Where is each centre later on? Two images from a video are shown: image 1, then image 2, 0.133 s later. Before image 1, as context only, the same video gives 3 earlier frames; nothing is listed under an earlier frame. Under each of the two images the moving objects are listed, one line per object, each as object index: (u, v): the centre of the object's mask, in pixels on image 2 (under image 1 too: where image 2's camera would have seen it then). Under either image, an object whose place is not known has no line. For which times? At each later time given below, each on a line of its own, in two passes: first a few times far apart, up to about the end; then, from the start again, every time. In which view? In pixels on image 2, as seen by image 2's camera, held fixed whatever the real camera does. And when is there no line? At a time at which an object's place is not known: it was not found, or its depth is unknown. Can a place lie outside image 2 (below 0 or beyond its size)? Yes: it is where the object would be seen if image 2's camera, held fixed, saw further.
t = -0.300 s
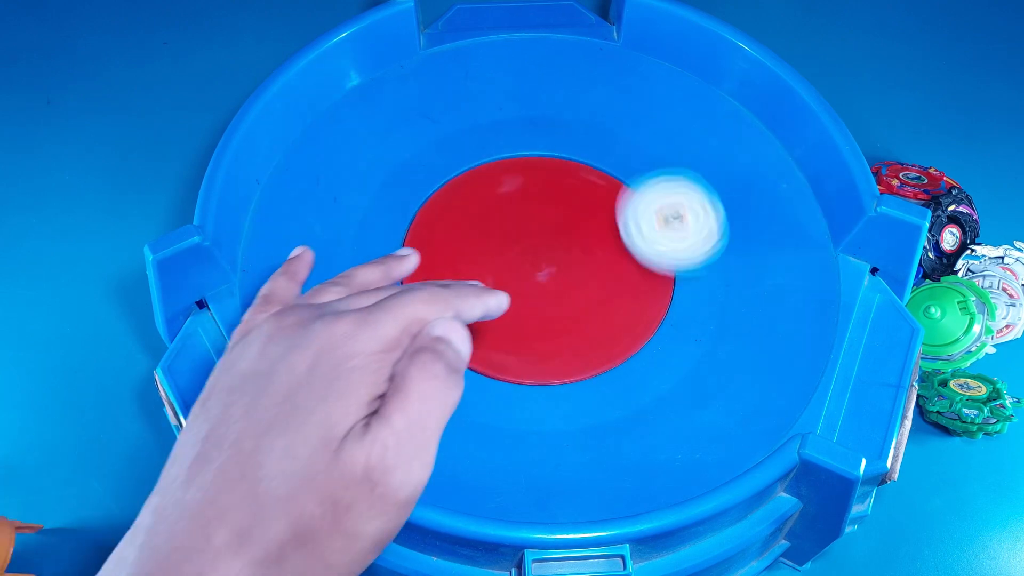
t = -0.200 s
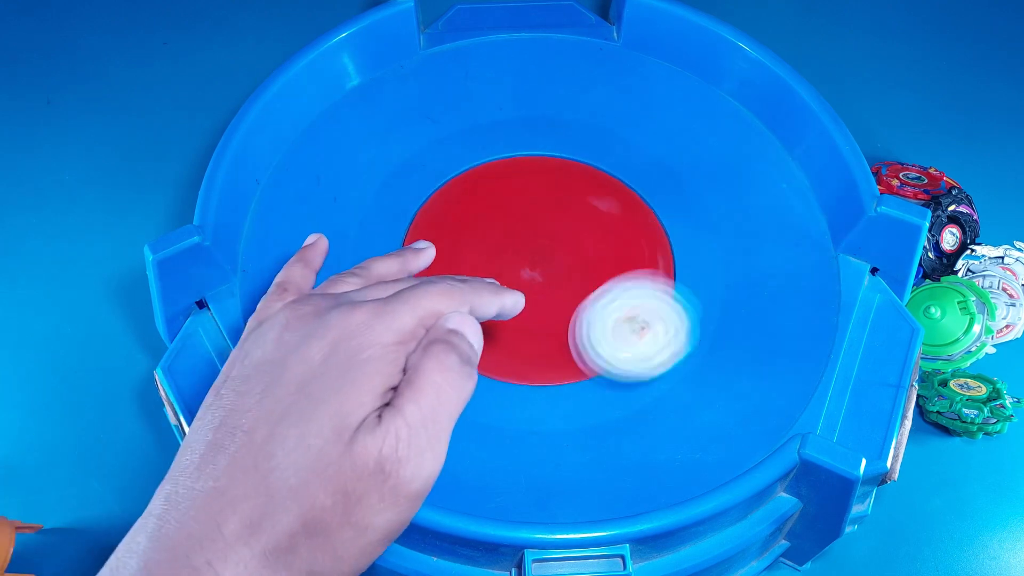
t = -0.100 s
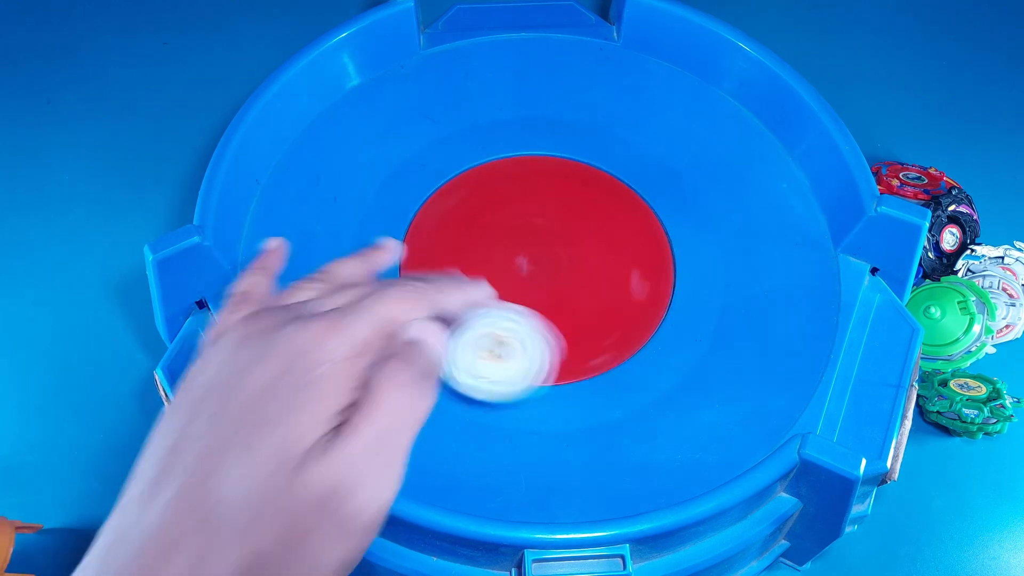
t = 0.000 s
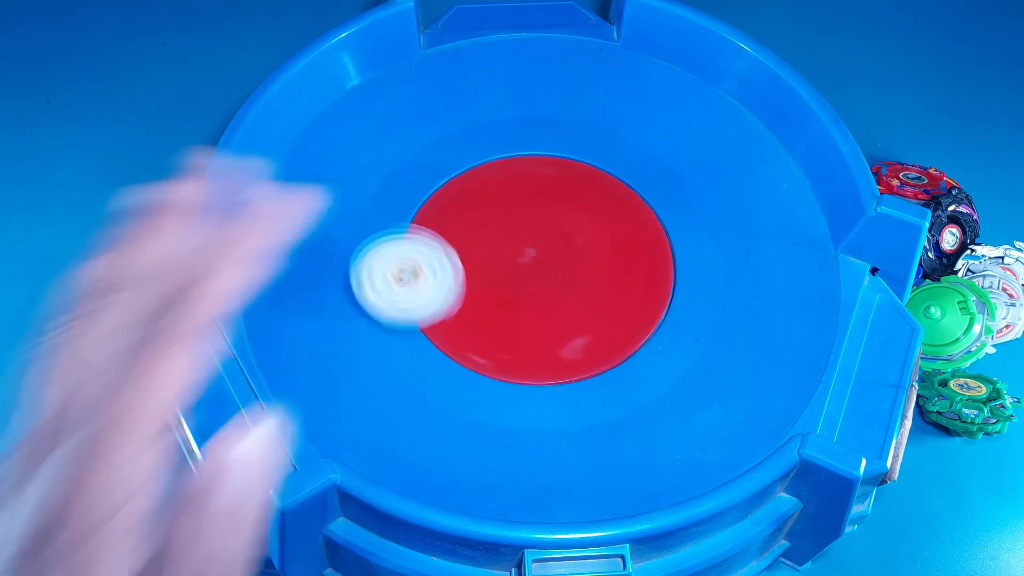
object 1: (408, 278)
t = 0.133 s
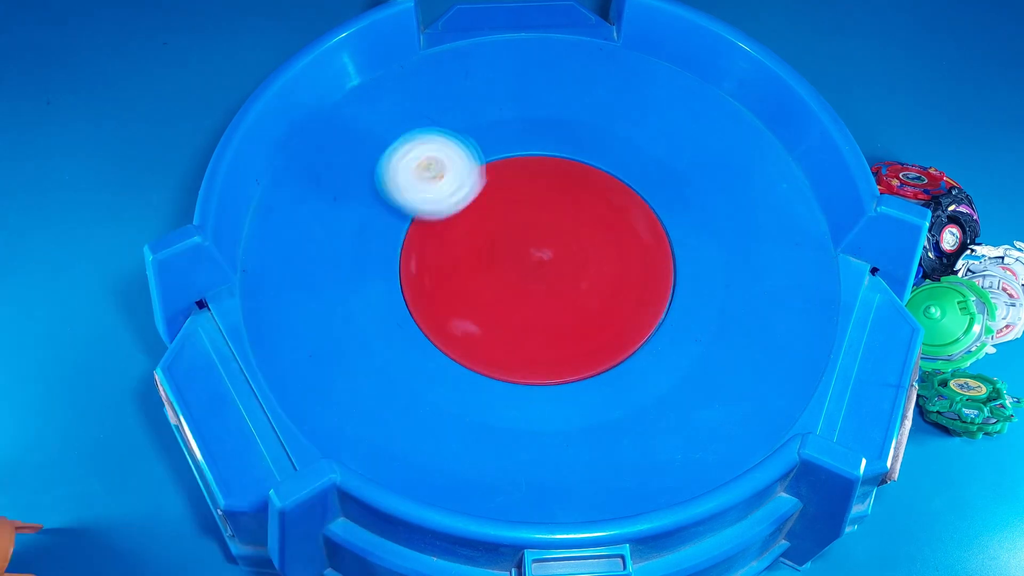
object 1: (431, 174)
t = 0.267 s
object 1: (532, 133)
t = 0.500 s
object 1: (646, 317)
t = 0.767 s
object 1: (401, 233)
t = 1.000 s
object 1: (542, 134)
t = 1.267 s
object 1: (635, 327)
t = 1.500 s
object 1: (402, 258)
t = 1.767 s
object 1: (539, 133)
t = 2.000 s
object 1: (670, 278)
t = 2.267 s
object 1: (404, 267)
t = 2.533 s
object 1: (527, 133)
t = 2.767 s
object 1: (674, 258)
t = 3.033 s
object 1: (411, 285)
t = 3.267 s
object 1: (483, 141)
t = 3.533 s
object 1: (672, 233)
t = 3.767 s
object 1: (449, 329)
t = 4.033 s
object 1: (472, 146)
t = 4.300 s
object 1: (668, 216)
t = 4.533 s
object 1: (462, 338)
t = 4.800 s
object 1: (451, 157)
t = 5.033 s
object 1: (637, 170)
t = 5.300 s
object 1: (502, 353)
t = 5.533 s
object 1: (423, 181)
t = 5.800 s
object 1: (622, 159)
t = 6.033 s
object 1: (536, 357)
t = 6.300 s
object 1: (430, 175)
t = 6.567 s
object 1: (631, 165)
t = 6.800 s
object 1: (565, 356)
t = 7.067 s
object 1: (418, 190)
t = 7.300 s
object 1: (588, 143)
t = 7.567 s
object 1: (580, 353)
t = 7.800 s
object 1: (404, 220)
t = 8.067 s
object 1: (590, 144)
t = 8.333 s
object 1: (561, 356)
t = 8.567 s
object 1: (406, 213)
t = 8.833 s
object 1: (590, 143)
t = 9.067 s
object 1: (631, 330)
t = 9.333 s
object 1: (402, 229)
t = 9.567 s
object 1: (538, 134)
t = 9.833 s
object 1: (649, 312)
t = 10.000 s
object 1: (442, 323)
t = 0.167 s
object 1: (452, 157)
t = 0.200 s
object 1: (477, 144)
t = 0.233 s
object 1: (504, 136)
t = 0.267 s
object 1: (532, 133)
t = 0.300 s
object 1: (562, 136)
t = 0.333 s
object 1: (593, 144)
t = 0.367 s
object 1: (622, 159)
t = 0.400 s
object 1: (647, 181)
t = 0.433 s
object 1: (675, 244)
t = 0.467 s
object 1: (669, 281)
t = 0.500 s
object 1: (646, 317)
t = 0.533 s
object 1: (608, 343)
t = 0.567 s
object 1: (561, 356)
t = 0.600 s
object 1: (510, 354)
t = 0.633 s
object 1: (467, 340)
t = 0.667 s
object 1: (434, 317)
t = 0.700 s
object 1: (413, 289)
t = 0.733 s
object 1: (402, 260)
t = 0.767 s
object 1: (401, 233)
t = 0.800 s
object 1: (408, 207)
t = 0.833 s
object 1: (421, 185)
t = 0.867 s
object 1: (440, 166)
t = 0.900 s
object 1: (462, 151)
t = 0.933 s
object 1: (487, 141)
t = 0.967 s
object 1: (514, 135)
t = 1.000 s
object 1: (542, 134)
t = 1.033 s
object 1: (572, 138)
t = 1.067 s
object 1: (602, 148)
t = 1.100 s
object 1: (630, 166)
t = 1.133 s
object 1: (655, 189)
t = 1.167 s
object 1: (670, 221)
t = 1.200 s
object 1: (675, 257)
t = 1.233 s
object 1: (663, 294)
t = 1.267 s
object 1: (635, 327)
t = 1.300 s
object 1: (594, 349)
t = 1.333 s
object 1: (545, 357)
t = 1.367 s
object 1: (498, 352)
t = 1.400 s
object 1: (459, 336)
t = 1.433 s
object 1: (430, 312)
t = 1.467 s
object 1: (411, 286)
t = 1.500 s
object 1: (402, 258)
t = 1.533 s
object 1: (402, 231)
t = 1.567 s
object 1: (409, 205)
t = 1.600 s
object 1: (422, 184)
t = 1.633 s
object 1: (440, 166)
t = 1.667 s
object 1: (462, 151)
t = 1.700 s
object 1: (486, 141)
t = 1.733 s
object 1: (512, 135)
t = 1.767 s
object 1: (539, 133)
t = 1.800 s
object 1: (568, 136)
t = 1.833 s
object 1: (597, 146)
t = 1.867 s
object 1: (624, 160)
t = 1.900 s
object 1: (648, 181)
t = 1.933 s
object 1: (666, 209)
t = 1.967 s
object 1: (675, 242)
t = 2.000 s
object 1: (670, 278)
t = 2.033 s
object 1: (651, 312)
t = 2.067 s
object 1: (614, 340)
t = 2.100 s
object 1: (569, 355)
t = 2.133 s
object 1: (520, 356)
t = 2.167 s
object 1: (476, 344)
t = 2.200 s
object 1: (441, 323)
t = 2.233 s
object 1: (417, 296)
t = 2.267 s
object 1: (404, 267)
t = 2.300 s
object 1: (401, 240)
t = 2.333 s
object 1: (406, 213)
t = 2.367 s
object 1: (417, 190)
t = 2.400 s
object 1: (434, 171)
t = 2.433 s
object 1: (454, 155)
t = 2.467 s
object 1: (476, 144)
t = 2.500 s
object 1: (501, 136)
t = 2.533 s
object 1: (527, 133)
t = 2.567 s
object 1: (555, 134)
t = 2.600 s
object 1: (583, 141)
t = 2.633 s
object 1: (611, 152)
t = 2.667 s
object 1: (637, 170)
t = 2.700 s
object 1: (658, 194)
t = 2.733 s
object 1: (672, 223)
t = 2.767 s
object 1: (674, 258)
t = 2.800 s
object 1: (663, 293)
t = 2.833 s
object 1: (636, 326)
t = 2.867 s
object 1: (597, 348)
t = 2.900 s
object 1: (549, 357)
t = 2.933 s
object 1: (501, 353)
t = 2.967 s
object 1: (460, 336)
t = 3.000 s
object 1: (430, 313)
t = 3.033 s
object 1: (411, 285)
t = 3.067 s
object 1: (401, 258)
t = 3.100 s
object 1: (401, 232)
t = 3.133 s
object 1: (408, 207)
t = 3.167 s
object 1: (421, 184)
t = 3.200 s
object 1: (439, 166)
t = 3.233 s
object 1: (460, 151)
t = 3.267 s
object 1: (483, 141)
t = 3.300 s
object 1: (509, 135)
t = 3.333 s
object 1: (536, 133)
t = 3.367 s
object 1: (564, 136)
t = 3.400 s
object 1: (592, 143)
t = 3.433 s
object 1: (619, 156)
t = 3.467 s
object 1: (643, 176)
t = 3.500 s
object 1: (662, 201)
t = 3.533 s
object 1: (672, 233)
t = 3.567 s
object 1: (670, 267)
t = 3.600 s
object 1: (655, 302)
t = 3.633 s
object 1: (626, 331)
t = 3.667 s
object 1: (583, 352)
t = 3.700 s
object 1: (533, 358)
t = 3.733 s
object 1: (488, 349)
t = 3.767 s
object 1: (449, 329)
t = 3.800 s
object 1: (423, 305)
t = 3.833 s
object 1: (407, 278)
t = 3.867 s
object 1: (401, 248)
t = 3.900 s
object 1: (404, 220)
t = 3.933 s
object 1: (414, 195)
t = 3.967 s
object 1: (430, 174)
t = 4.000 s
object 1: (449, 158)
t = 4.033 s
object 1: (472, 146)
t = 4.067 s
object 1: (497, 137)
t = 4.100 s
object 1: (523, 134)
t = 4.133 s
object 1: (550, 134)
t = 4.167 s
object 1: (577, 139)
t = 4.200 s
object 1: (604, 148)
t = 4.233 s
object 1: (630, 165)
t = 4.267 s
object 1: (652, 187)
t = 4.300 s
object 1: (668, 216)
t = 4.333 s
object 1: (673, 251)
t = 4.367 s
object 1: (663, 287)
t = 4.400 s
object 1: (639, 322)
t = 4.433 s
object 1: (601, 346)
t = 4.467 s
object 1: (553, 357)
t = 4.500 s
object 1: (504, 353)
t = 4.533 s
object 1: (462, 338)
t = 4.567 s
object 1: (433, 315)
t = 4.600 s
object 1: (412, 290)
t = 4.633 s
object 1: (402, 262)
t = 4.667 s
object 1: (401, 236)
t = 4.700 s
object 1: (406, 212)
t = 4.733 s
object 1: (417, 190)
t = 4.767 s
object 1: (432, 171)
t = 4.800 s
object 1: (451, 157)
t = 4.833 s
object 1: (474, 145)
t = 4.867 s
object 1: (499, 137)
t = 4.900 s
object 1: (525, 133)
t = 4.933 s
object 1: (553, 134)
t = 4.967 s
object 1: (582, 140)
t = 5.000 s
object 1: (610, 152)
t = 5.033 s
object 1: (637, 170)
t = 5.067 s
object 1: (658, 194)
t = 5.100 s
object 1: (671, 224)
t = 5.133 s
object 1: (675, 259)
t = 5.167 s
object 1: (664, 294)
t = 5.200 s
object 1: (636, 326)
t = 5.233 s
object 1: (596, 348)
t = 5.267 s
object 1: (549, 357)
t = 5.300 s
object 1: (502, 353)
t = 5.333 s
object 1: (462, 337)
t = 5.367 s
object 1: (432, 314)
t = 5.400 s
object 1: (412, 286)
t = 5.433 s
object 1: (402, 257)
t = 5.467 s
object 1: (402, 229)
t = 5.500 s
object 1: (410, 204)
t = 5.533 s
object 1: (423, 181)
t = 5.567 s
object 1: (443, 163)
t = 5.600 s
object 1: (464, 149)
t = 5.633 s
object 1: (488, 140)
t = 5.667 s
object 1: (514, 134)
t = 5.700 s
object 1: (541, 133)
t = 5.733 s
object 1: (569, 137)
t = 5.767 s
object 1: (596, 145)
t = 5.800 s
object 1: (622, 159)
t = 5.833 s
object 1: (645, 178)
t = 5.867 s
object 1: (664, 203)
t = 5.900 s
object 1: (674, 233)
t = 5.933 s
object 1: (673, 268)
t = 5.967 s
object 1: (657, 303)
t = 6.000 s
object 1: (583, 352)
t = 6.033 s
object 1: (536, 357)
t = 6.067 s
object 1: (489, 349)
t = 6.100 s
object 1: (451, 329)
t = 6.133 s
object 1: (423, 304)
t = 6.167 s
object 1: (407, 275)
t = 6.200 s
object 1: (401, 246)
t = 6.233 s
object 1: (404, 219)
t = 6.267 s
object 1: (414, 195)
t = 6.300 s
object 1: (430, 175)
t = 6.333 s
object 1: (449, 159)
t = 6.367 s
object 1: (471, 146)
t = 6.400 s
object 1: (495, 138)
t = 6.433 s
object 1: (521, 134)
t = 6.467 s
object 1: (549, 134)
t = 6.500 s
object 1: (577, 139)
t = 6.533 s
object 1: (604, 149)
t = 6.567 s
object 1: (631, 165)
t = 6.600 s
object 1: (653, 187)
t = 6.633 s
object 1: (669, 215)
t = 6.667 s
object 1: (674, 248)
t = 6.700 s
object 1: (668, 283)
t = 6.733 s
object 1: (645, 317)
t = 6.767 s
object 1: (610, 342)
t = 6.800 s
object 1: (565, 356)
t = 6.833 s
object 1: (518, 356)
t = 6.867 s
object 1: (475, 344)
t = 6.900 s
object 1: (440, 323)
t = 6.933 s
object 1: (418, 297)
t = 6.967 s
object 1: (405, 268)
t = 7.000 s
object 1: (401, 240)
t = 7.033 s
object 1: (406, 214)
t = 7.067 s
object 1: (418, 190)
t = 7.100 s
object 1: (434, 171)
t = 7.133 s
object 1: (455, 155)
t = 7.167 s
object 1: (479, 144)
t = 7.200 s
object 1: (504, 137)
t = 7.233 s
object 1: (531, 134)
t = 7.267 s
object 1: (560, 136)
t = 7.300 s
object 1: (588, 143)
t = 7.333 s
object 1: (616, 156)
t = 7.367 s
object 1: (642, 177)
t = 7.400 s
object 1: (661, 203)
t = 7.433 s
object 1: (671, 235)
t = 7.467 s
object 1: (670, 269)
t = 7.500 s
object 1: (656, 305)
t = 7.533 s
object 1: (624, 335)
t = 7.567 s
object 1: (580, 353)
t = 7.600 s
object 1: (532, 357)
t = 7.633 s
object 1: (486, 348)
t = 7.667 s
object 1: (449, 329)
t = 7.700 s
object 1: (422, 303)
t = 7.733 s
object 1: (407, 275)
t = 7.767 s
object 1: (401, 246)
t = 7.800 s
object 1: (404, 220)
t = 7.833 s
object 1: (413, 196)
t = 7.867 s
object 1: (429, 177)
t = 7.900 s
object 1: (448, 160)
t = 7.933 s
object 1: (472, 146)
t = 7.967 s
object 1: (498, 138)
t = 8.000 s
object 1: (528, 134)
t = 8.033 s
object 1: (559, 136)
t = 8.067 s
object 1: (590, 144)
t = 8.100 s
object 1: (621, 158)
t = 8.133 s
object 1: (648, 182)
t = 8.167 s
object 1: (667, 211)
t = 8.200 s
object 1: (675, 246)
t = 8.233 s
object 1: (668, 284)
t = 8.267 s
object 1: (644, 318)
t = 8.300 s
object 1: (607, 343)
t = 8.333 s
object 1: (561, 356)
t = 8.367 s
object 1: (512, 354)
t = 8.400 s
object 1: (470, 341)
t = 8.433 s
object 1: (438, 320)
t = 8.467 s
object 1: (415, 293)
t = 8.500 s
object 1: (404, 265)
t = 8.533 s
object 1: (400, 238)
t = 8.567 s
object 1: (406, 213)
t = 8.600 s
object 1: (416, 191)
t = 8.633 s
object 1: (432, 172)
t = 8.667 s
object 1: (451, 157)
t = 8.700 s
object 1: (476, 144)
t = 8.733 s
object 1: (502, 137)
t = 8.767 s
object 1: (531, 133)
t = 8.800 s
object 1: (560, 136)
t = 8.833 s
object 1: (590, 143)
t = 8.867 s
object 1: (617, 157)
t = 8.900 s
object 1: (642, 176)
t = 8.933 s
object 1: (662, 201)
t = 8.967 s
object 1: (673, 232)
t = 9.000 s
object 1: (673, 266)
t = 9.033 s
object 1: (659, 300)
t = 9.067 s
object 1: (631, 330)
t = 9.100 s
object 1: (591, 349)
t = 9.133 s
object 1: (546, 357)
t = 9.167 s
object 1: (499, 352)
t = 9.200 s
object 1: (460, 336)
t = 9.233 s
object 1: (431, 312)
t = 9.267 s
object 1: (411, 285)
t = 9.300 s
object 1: (402, 256)
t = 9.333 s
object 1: (402, 229)
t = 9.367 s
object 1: (409, 205)
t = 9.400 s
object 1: (423, 183)
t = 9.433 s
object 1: (440, 165)
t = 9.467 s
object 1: (461, 151)
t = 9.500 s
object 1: (485, 142)
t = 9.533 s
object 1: (510, 135)
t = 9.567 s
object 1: (538, 134)
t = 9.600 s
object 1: (568, 137)
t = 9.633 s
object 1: (597, 146)
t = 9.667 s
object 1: (624, 161)
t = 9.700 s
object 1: (649, 182)
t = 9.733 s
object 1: (666, 209)
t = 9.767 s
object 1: (675, 241)
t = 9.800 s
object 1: (669, 278)
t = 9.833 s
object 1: (649, 312)
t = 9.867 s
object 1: (615, 340)
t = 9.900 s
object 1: (568, 355)
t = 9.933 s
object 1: (520, 356)
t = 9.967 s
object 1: (477, 344)
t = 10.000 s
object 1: (442, 323)
